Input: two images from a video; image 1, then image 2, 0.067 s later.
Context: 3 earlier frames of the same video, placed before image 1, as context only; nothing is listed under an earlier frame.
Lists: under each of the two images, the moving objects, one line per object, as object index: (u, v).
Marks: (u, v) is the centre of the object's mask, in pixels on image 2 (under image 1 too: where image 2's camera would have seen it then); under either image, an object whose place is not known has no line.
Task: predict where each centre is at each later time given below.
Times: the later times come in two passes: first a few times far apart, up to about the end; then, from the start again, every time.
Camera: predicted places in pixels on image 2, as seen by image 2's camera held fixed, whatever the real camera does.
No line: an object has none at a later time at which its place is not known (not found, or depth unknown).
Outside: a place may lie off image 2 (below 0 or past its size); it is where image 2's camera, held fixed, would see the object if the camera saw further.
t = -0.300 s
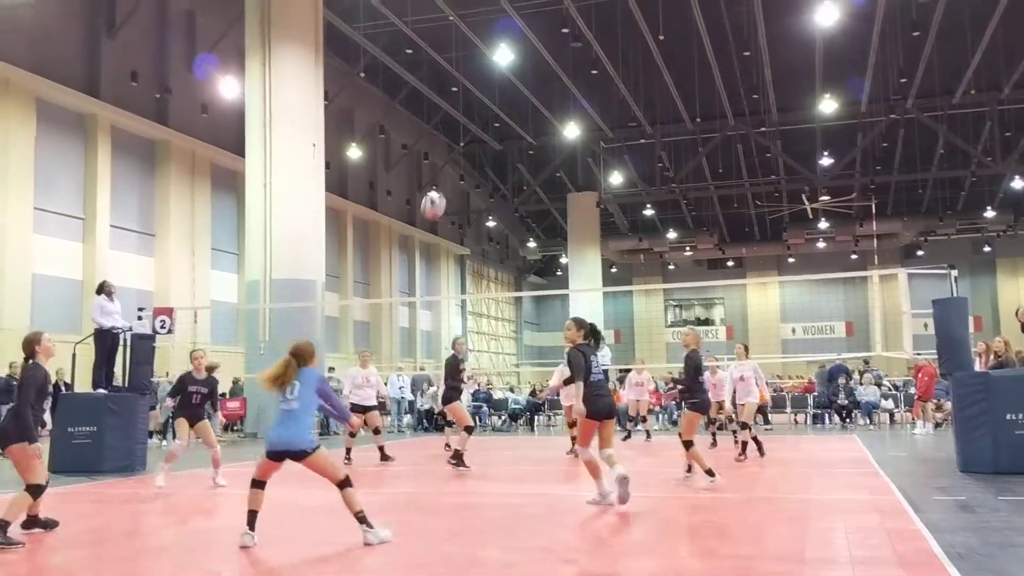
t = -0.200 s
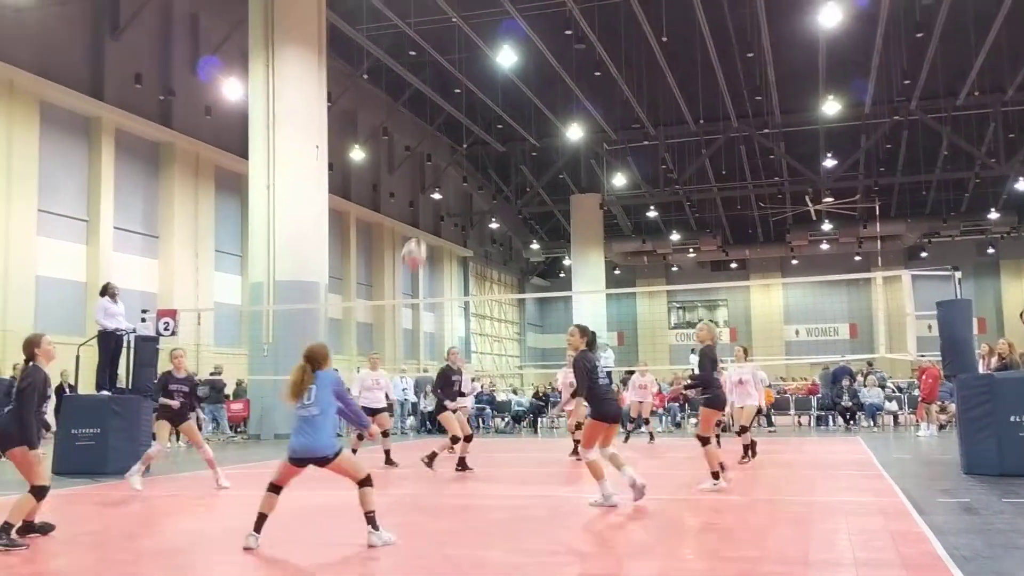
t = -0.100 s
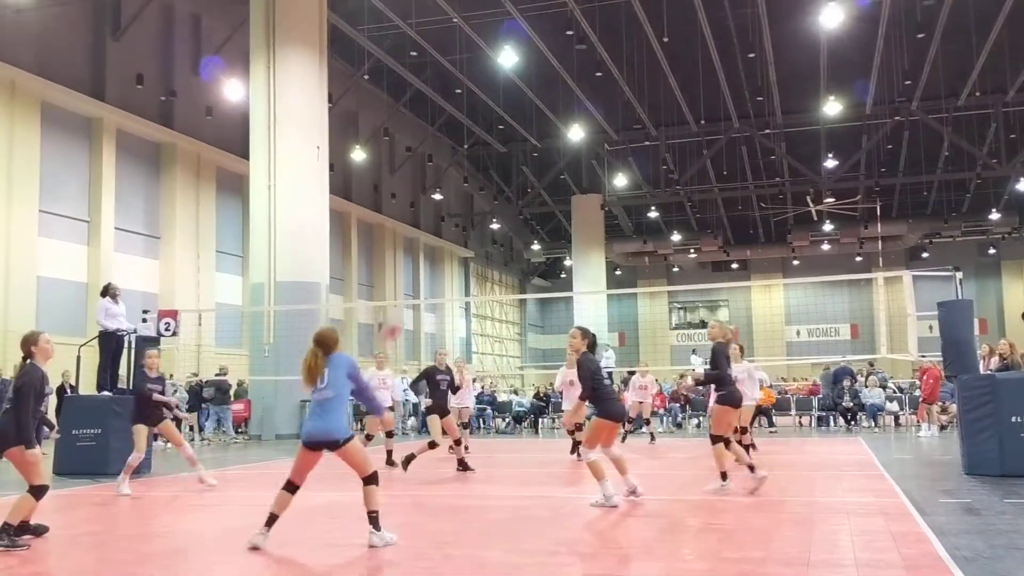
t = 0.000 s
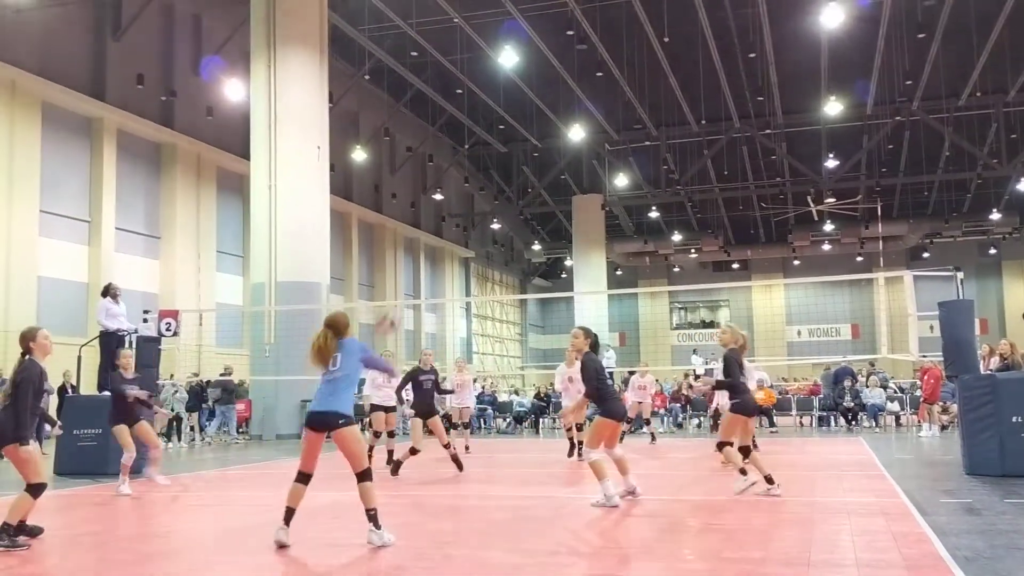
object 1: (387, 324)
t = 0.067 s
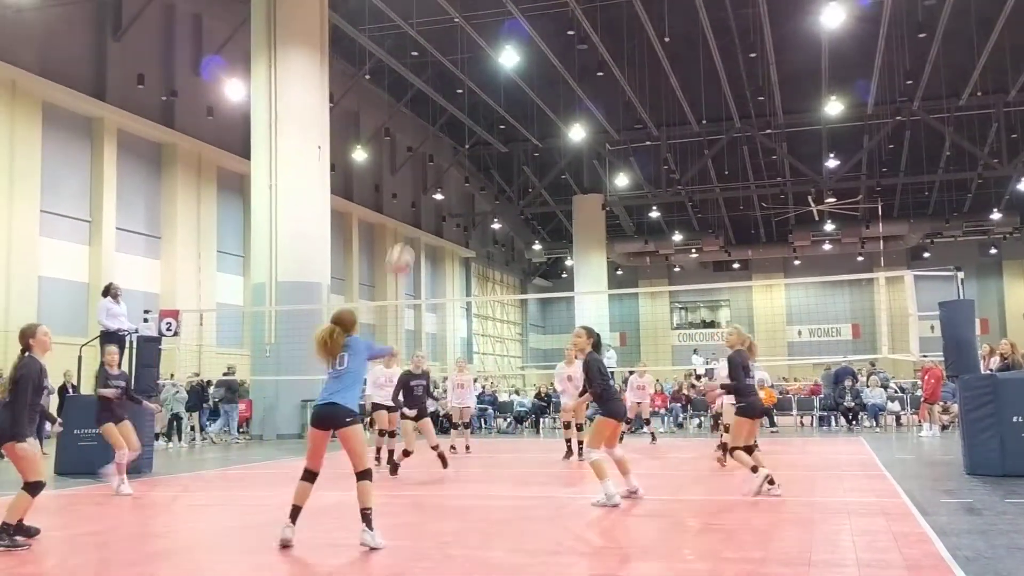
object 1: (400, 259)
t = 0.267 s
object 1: (432, 145)
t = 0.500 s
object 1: (462, 84)
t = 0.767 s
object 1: (492, 92)
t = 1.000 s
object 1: (513, 148)
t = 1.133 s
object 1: (524, 196)
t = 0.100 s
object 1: (406, 236)
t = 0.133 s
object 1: (411, 213)
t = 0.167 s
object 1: (417, 194)
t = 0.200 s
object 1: (421, 176)
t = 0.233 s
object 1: (427, 160)
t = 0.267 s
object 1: (432, 145)
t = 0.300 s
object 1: (437, 131)
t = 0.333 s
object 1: (441, 120)
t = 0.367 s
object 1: (446, 110)
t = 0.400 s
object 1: (450, 101)
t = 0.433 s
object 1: (454, 94)
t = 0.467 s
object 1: (458, 89)
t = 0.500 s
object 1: (462, 84)
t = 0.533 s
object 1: (466, 82)
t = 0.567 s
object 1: (470, 80)
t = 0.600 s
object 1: (474, 79)
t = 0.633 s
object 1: (477, 79)
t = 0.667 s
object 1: (481, 81)
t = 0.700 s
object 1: (485, 83)
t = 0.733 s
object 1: (488, 87)
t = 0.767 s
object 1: (492, 92)
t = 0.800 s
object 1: (495, 97)
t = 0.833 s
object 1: (498, 104)
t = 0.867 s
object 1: (501, 111)
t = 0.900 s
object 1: (504, 119)
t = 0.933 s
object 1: (507, 128)
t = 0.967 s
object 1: (510, 137)
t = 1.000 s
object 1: (513, 148)
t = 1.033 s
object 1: (516, 159)
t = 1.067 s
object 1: (518, 171)
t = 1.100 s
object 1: (521, 184)
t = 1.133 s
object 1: (524, 196)
